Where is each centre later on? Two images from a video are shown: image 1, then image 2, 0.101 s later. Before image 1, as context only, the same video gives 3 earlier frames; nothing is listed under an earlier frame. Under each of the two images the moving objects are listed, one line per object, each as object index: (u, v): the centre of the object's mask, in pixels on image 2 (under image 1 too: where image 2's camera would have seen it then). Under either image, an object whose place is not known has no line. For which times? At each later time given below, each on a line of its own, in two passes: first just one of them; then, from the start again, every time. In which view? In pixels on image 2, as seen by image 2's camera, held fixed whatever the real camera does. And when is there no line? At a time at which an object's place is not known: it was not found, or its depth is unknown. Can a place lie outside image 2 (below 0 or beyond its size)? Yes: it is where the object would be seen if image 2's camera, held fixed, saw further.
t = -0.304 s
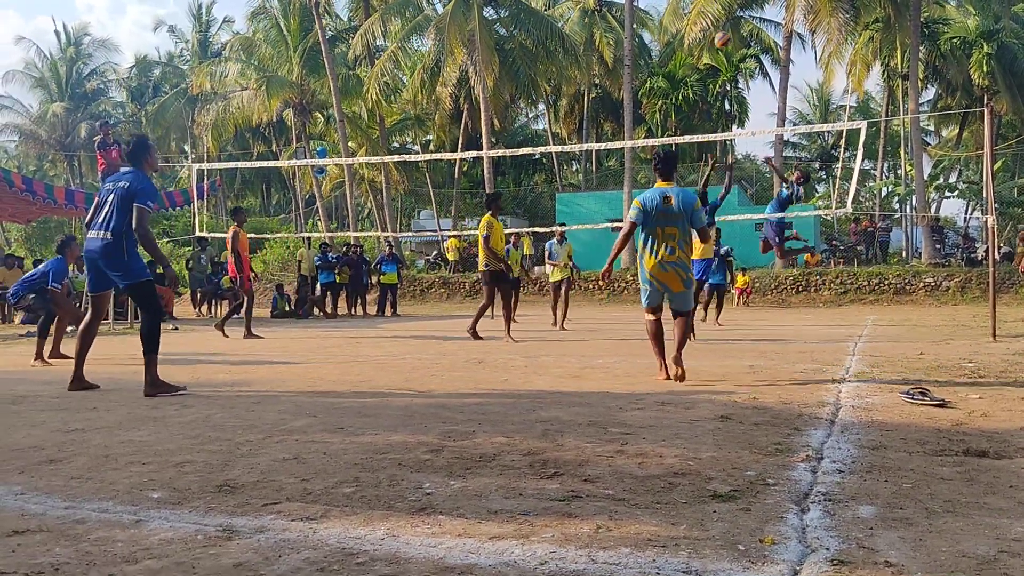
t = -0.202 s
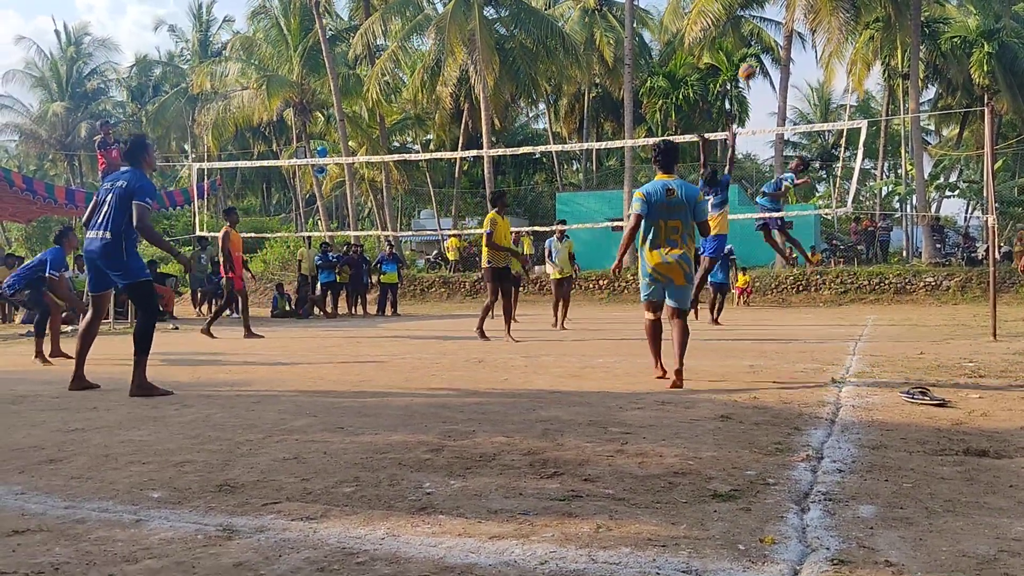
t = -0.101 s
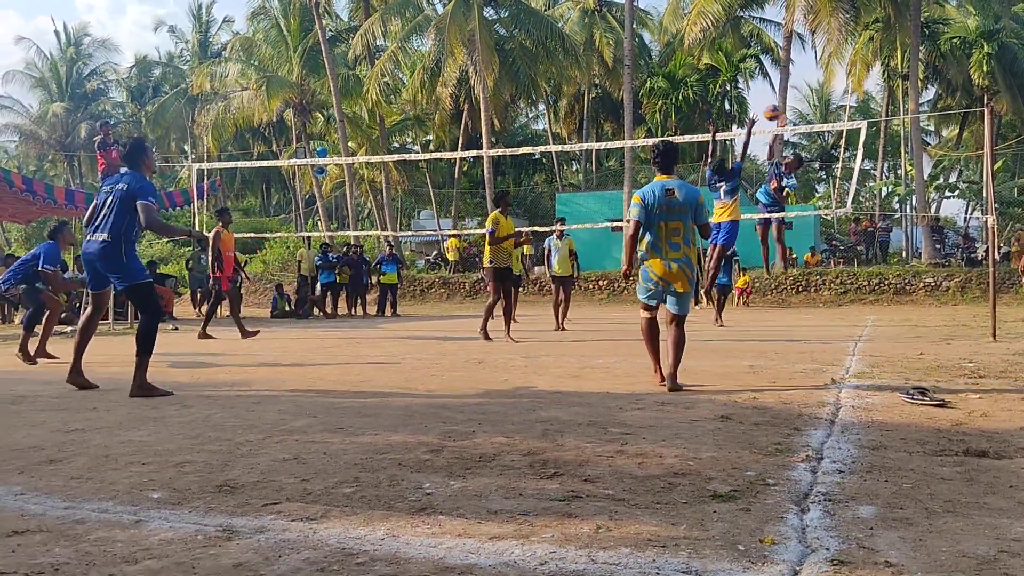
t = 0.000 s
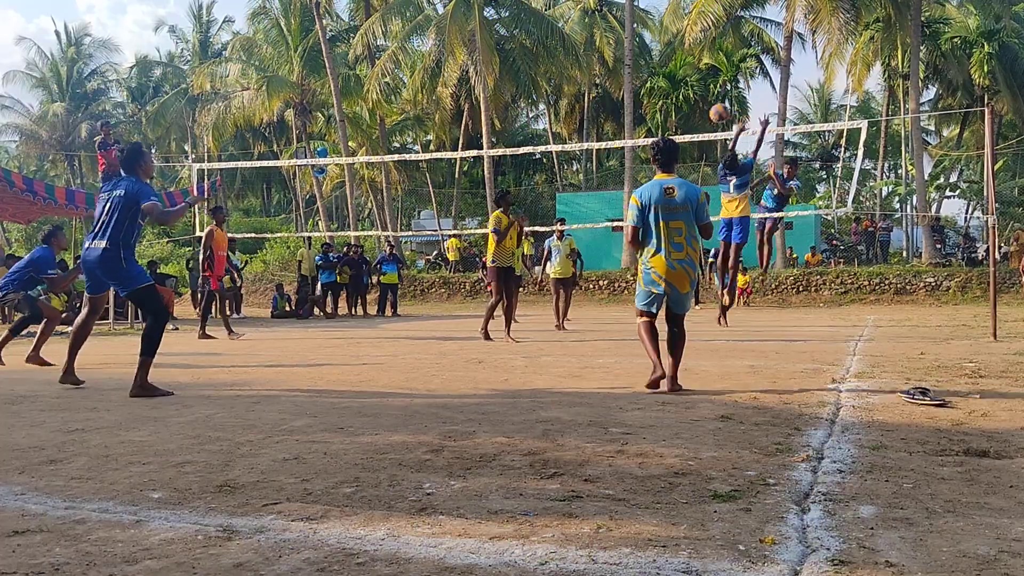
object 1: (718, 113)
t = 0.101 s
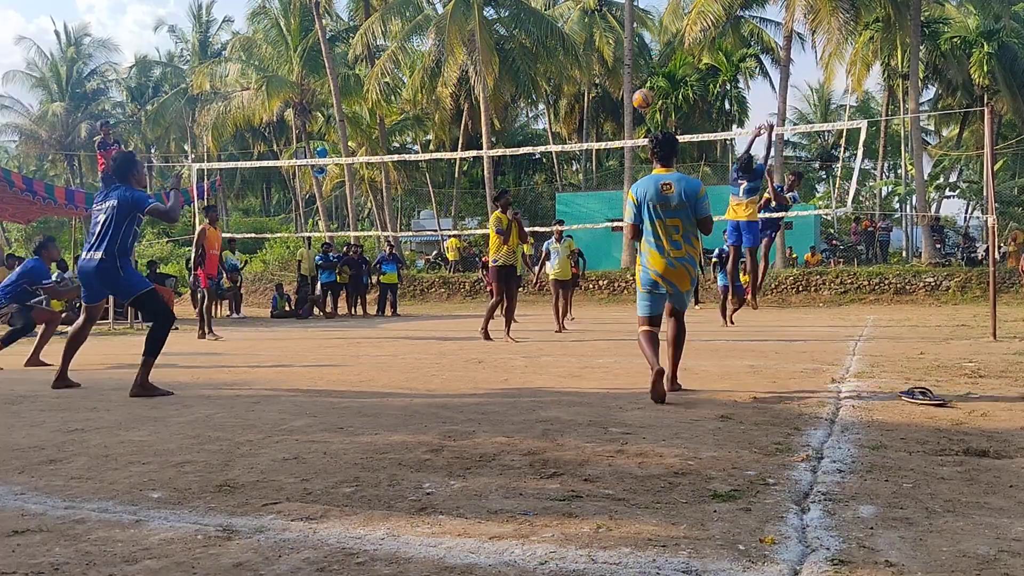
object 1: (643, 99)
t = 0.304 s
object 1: (461, 101)
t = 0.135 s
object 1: (616, 97)
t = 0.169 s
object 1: (588, 95)
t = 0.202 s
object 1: (558, 94)
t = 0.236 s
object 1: (527, 95)
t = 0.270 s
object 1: (496, 97)
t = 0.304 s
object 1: (461, 101)
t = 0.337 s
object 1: (424, 106)
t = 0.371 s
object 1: (385, 113)
